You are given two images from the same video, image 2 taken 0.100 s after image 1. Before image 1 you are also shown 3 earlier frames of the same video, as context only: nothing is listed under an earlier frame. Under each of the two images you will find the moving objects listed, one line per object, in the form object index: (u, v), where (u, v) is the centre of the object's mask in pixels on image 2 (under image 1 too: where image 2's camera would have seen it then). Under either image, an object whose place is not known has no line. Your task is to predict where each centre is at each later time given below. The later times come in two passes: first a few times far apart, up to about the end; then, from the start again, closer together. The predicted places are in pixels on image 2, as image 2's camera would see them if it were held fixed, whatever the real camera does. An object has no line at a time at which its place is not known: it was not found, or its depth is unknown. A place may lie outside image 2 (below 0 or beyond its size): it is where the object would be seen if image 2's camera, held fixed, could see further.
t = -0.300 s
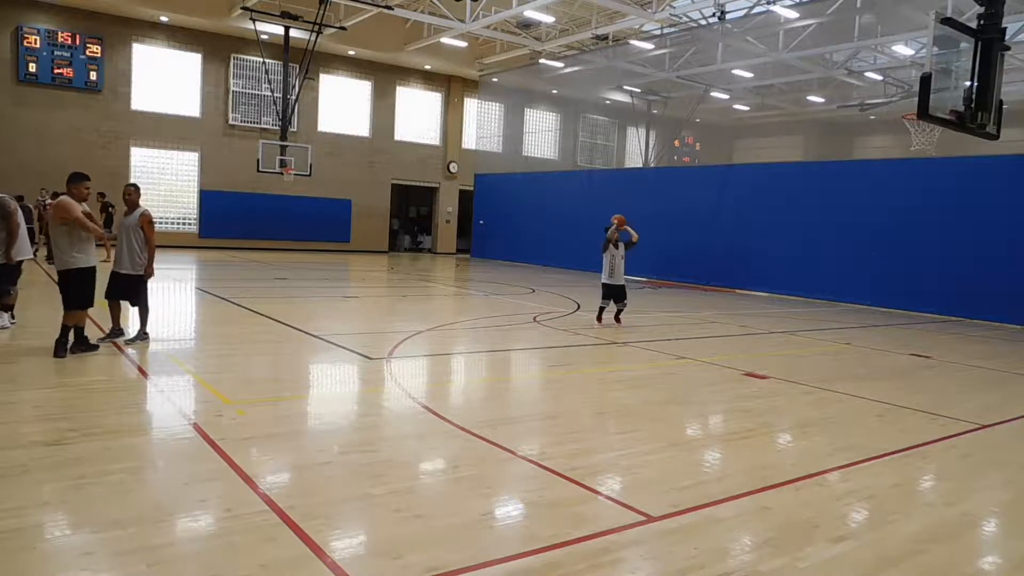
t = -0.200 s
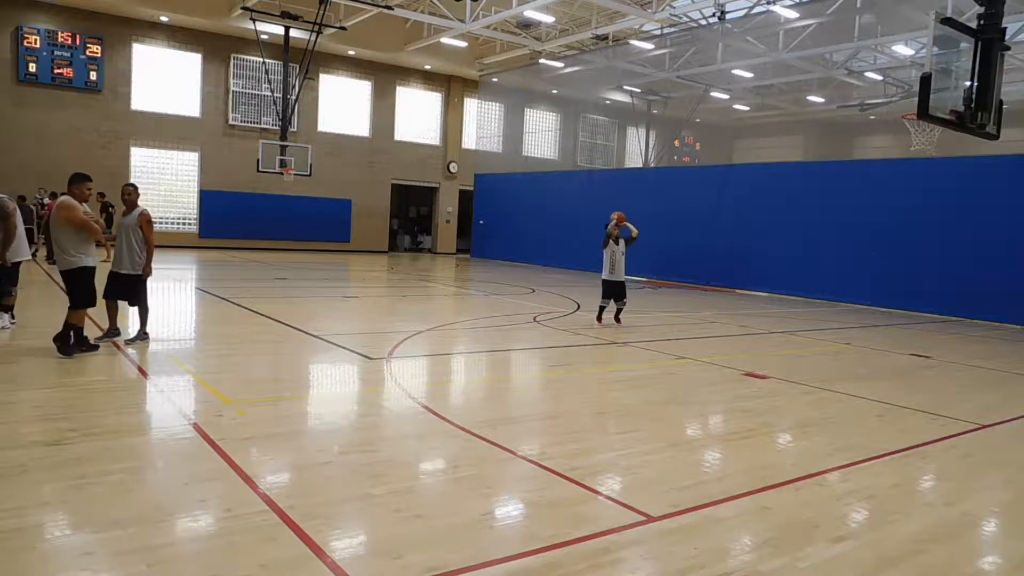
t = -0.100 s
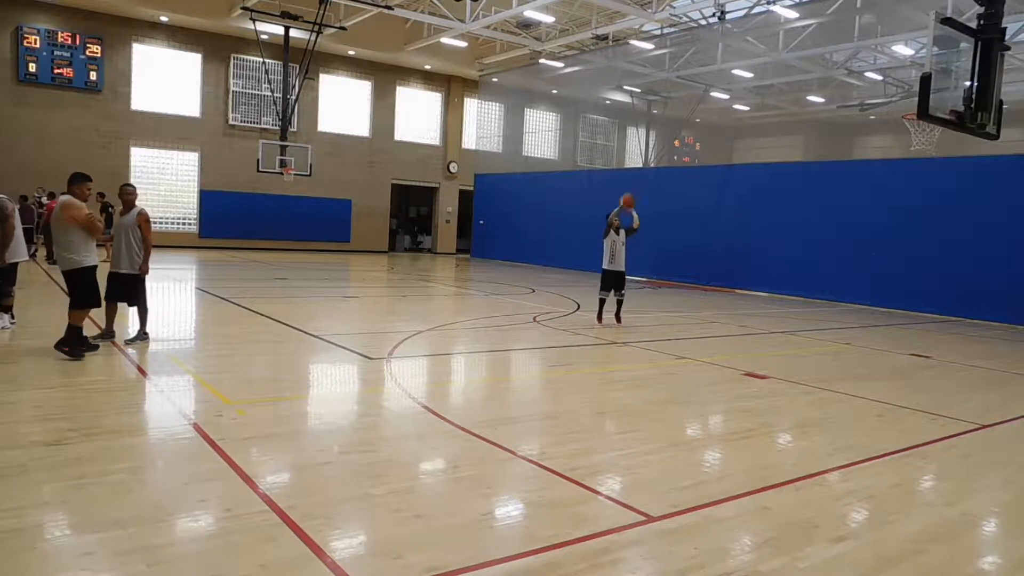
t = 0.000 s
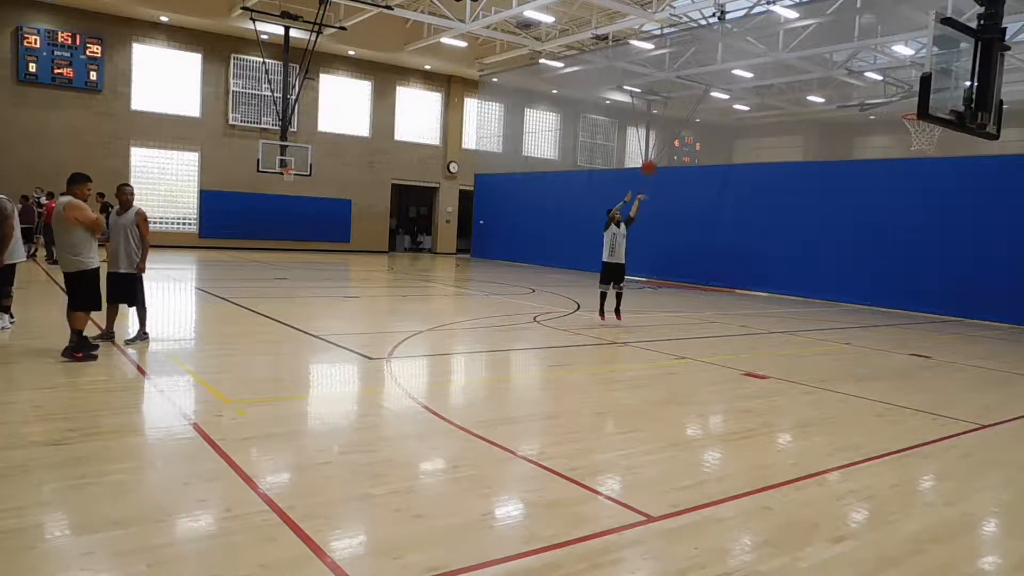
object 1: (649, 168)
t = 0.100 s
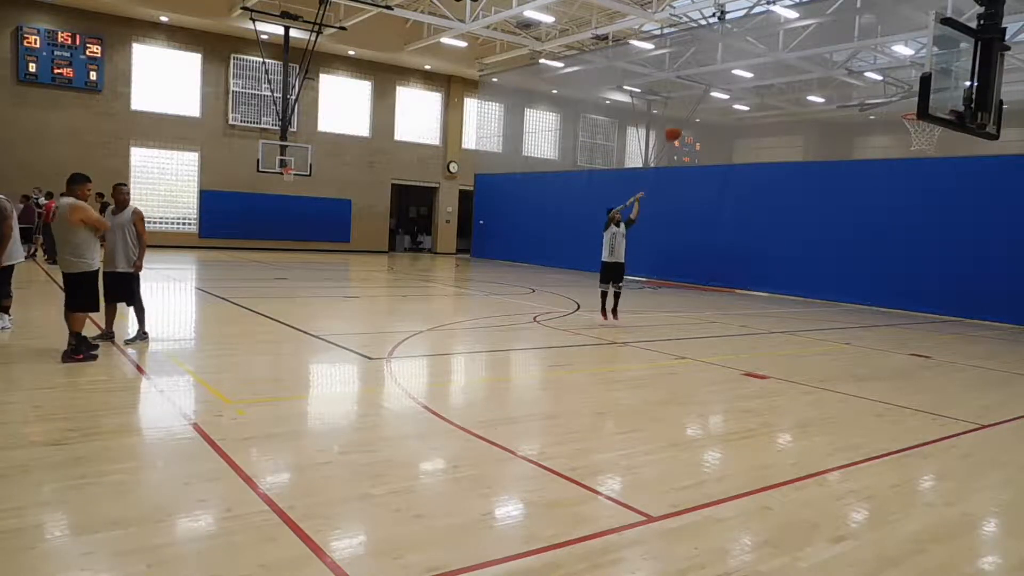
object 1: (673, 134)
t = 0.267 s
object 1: (713, 91)
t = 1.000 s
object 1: (909, 94)
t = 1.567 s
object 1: (910, 87)
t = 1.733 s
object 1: (891, 131)
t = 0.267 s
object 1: (713, 91)
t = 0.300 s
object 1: (723, 84)
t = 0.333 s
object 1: (730, 78)
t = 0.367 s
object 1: (739, 72)
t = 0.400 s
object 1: (749, 67)
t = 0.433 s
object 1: (757, 63)
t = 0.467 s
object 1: (766, 60)
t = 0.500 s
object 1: (775, 57)
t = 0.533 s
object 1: (784, 56)
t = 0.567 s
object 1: (793, 55)
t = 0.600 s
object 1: (803, 55)
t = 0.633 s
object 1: (812, 56)
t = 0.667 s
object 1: (822, 58)
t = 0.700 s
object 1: (831, 60)
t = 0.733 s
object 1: (841, 63)
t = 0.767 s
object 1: (851, 68)
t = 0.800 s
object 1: (860, 73)
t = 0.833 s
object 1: (871, 79)
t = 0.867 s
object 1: (881, 87)
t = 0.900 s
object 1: (891, 94)
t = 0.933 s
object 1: (901, 104)
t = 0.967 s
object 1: (906, 102)
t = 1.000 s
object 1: (909, 94)
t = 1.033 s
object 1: (912, 87)
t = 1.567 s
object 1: (910, 87)
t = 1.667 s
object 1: (899, 111)
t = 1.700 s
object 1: (895, 121)
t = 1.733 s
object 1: (891, 131)
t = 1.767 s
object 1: (887, 142)
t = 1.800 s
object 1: (883, 154)
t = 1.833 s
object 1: (878, 167)
